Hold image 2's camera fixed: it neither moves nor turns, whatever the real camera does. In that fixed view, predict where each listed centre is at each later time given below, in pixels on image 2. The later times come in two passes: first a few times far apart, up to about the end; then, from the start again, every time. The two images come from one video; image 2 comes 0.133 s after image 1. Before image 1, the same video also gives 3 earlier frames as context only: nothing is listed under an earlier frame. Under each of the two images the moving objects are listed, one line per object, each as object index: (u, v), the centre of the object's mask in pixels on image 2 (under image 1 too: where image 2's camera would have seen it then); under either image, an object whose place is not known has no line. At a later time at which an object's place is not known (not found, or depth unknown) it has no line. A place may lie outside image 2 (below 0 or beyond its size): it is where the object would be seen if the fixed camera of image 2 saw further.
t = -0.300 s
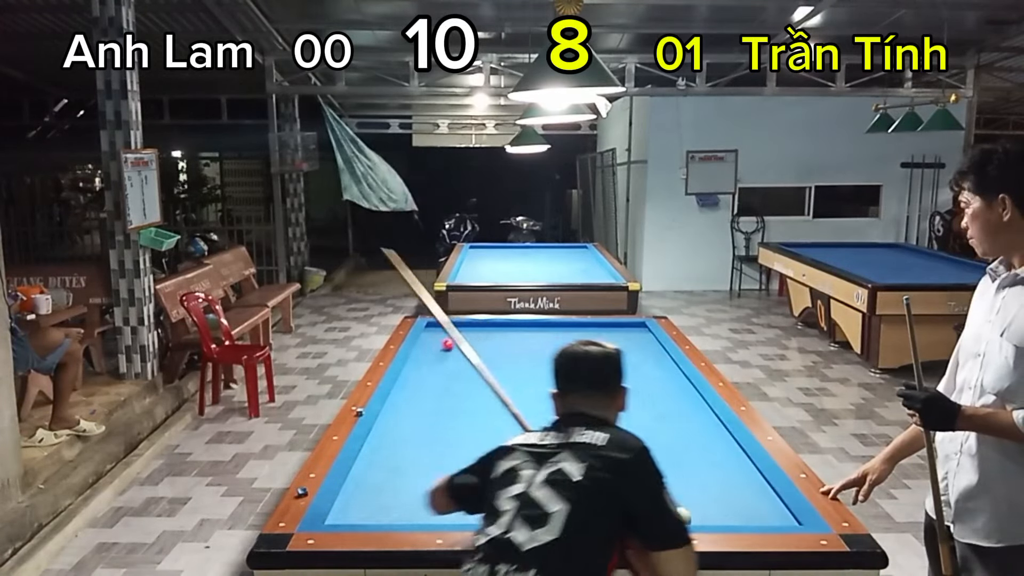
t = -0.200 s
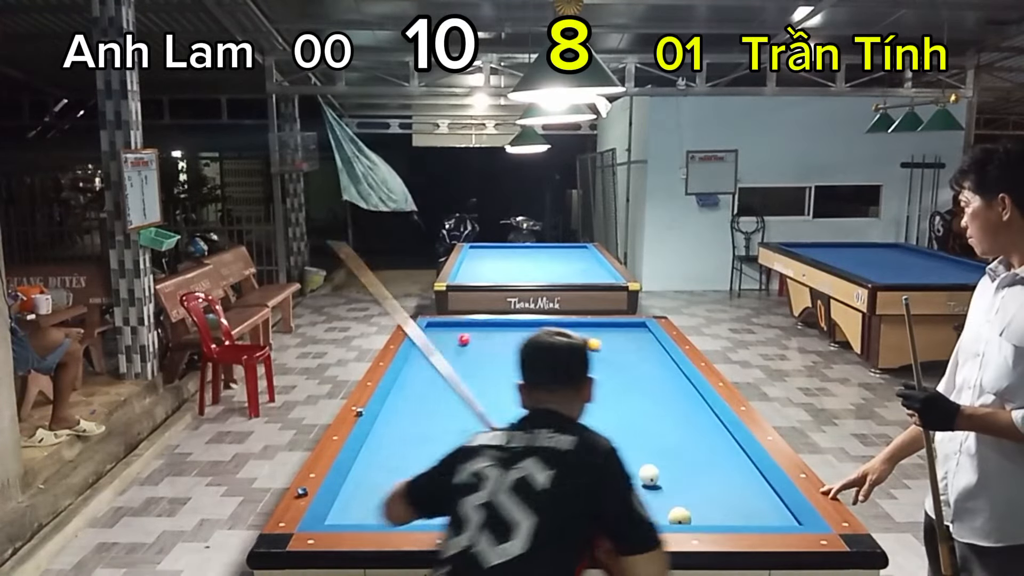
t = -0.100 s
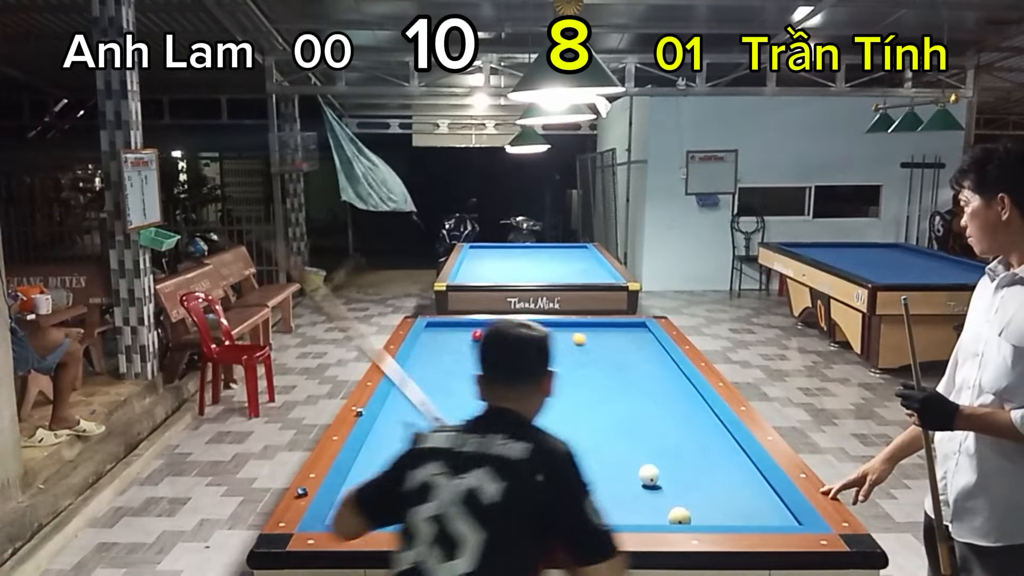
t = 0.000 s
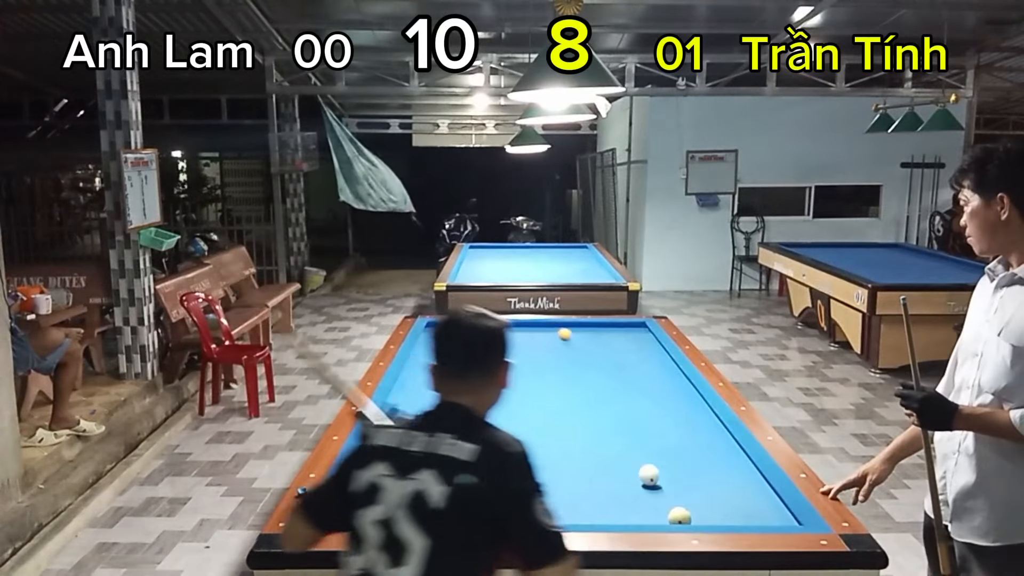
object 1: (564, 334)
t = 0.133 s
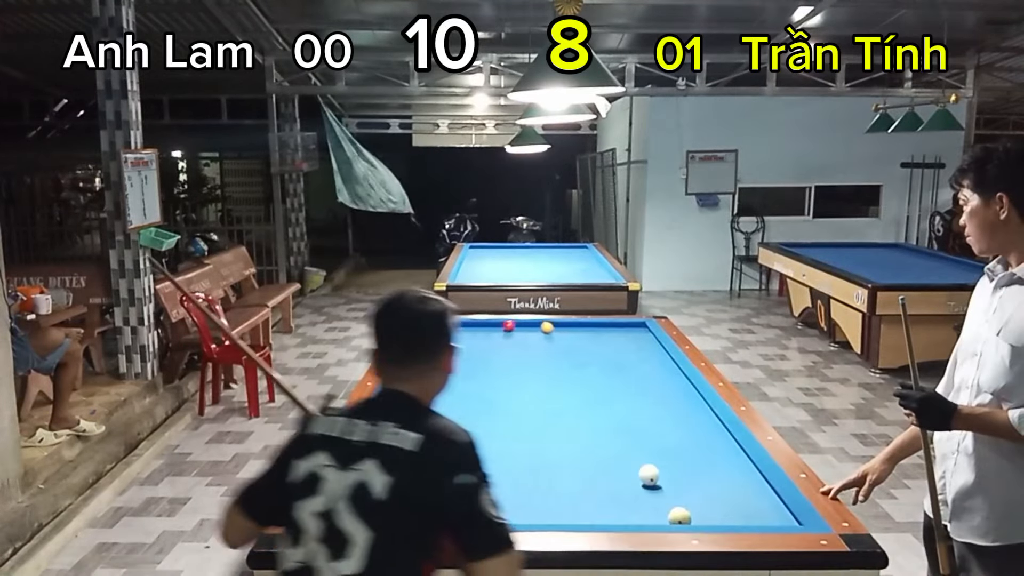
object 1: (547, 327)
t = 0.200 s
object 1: (538, 325)
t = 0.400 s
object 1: (546, 326)
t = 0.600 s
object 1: (556, 329)
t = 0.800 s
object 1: (565, 331)
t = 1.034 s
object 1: (576, 334)
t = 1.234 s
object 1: (586, 336)
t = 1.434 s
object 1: (595, 339)
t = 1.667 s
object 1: (606, 342)
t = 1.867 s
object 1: (616, 345)
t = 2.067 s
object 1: (625, 347)
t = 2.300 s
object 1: (636, 350)
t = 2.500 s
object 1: (645, 353)
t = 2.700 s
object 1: (654, 355)
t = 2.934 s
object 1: (664, 359)
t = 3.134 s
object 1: (666, 361)
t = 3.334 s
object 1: (664, 362)
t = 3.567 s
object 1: (662, 365)
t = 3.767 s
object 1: (660, 366)
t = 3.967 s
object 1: (659, 368)
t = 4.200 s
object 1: (657, 370)
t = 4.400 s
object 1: (656, 371)
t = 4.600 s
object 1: (655, 373)
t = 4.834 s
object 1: (653, 374)
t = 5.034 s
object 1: (652, 376)
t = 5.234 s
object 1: (651, 377)
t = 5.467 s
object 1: (650, 378)
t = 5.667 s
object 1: (649, 379)
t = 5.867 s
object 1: (648, 380)
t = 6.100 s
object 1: (648, 381)
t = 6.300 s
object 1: (648, 382)
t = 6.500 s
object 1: (647, 382)
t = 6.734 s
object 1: (647, 383)
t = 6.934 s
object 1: (647, 383)
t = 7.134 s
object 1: (647, 383)
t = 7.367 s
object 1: (647, 383)
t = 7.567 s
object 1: (647, 383)
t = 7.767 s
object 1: (647, 383)
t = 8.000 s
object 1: (647, 383)
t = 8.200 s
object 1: (647, 383)
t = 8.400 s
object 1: (647, 383)
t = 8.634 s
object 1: (647, 383)
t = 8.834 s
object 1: (647, 383)
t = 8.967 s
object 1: (647, 383)
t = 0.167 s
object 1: (542, 326)
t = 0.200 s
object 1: (538, 325)
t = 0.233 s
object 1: (534, 324)
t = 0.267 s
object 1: (535, 324)
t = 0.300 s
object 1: (539, 325)
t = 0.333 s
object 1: (542, 326)
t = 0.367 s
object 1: (544, 326)
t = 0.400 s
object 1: (546, 326)
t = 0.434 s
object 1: (548, 327)
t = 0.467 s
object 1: (549, 327)
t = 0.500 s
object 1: (551, 328)
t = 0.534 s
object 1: (553, 328)
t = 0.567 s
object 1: (554, 328)
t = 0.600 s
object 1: (556, 329)
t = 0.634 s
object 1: (557, 329)
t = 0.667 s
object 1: (559, 329)
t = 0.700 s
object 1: (560, 330)
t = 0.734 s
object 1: (562, 330)
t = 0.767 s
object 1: (564, 331)
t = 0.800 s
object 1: (565, 331)
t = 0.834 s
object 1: (567, 331)
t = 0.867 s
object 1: (568, 332)
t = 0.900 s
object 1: (570, 332)
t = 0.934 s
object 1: (571, 333)
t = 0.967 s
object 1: (573, 333)
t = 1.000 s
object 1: (574, 333)
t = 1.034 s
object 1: (576, 334)
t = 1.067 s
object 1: (578, 334)
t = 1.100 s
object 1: (579, 335)
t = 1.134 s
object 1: (581, 335)
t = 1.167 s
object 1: (582, 335)
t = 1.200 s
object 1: (584, 336)
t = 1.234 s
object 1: (586, 336)
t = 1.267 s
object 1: (587, 337)
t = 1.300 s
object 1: (589, 337)
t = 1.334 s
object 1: (590, 337)
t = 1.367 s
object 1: (592, 338)
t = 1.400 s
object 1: (593, 338)
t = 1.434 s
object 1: (595, 339)
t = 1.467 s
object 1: (596, 339)
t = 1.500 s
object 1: (598, 340)
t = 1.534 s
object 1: (600, 340)
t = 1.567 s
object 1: (601, 341)
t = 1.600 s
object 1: (603, 341)
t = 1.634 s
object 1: (604, 341)
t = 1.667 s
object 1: (606, 342)
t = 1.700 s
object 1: (608, 343)
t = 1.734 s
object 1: (609, 343)
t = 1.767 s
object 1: (611, 343)
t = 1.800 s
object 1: (612, 344)
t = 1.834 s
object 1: (614, 344)
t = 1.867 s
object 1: (616, 345)
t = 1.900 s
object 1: (617, 345)
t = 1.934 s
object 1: (619, 345)
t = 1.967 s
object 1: (620, 346)
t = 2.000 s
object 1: (622, 346)
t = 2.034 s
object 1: (623, 347)
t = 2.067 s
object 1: (625, 347)
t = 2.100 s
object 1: (627, 348)
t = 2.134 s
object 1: (628, 348)
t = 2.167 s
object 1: (630, 349)
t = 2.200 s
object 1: (631, 349)
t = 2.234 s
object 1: (633, 349)
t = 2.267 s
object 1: (634, 350)
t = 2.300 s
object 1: (636, 350)
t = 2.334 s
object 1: (637, 351)
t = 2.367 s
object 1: (639, 351)
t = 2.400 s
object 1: (641, 352)
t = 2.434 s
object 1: (642, 352)
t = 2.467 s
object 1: (644, 352)
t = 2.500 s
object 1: (645, 353)
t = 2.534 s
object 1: (647, 353)
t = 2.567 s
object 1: (648, 354)
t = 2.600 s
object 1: (650, 354)
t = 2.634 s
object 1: (651, 354)
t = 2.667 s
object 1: (653, 355)
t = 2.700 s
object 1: (654, 355)
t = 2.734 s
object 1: (656, 356)
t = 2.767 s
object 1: (657, 356)
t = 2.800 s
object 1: (659, 357)
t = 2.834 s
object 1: (660, 357)
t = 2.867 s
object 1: (662, 358)
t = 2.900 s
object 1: (663, 358)
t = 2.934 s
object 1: (664, 359)
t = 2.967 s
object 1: (666, 359)
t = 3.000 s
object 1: (667, 359)
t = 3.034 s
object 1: (667, 359)
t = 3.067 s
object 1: (666, 360)
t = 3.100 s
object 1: (666, 360)
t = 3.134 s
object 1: (666, 361)
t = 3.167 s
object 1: (665, 361)
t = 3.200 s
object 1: (665, 361)
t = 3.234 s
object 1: (665, 361)
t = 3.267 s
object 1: (664, 362)
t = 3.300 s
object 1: (664, 362)
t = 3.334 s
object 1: (664, 362)
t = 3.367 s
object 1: (664, 362)
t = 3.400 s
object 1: (663, 363)
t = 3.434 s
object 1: (663, 363)
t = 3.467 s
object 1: (663, 363)
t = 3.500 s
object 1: (662, 364)
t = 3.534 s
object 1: (662, 364)
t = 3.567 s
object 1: (662, 365)
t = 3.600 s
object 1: (662, 365)
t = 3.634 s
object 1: (661, 365)
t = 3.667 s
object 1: (661, 365)
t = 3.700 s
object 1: (661, 366)
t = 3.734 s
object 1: (661, 366)
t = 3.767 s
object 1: (660, 366)
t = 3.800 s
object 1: (660, 367)
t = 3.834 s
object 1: (660, 367)
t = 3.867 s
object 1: (660, 367)
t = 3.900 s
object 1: (659, 368)
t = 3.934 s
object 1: (659, 368)
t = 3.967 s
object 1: (659, 368)
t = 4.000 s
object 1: (658, 368)
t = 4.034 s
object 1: (658, 368)
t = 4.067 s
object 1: (658, 369)
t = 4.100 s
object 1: (658, 369)
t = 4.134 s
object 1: (658, 369)
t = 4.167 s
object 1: (657, 370)
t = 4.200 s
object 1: (657, 370)
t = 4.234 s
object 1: (657, 370)
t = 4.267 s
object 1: (657, 371)
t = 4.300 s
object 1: (656, 371)
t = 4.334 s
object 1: (656, 371)
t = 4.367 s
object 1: (656, 371)
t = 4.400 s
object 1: (656, 371)
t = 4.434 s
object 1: (656, 372)
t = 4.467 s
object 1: (655, 372)
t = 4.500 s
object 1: (655, 372)
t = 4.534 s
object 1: (655, 372)
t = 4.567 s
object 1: (655, 373)
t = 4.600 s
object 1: (655, 373)
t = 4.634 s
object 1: (654, 373)
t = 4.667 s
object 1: (654, 373)
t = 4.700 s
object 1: (654, 373)
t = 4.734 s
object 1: (654, 374)
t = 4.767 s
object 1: (654, 374)
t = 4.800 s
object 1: (654, 374)
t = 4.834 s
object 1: (653, 374)
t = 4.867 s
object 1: (653, 375)
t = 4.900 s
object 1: (653, 375)
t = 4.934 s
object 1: (653, 375)
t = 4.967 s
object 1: (653, 375)
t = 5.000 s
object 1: (652, 376)
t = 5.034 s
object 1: (652, 376)
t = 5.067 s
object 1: (652, 376)
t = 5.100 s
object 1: (652, 376)
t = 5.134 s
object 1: (652, 376)
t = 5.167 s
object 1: (652, 376)
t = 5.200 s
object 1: (651, 376)
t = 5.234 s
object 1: (651, 377)
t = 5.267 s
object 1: (651, 377)
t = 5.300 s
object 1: (651, 377)
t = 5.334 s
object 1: (651, 377)
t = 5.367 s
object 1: (650, 378)
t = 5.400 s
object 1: (650, 378)
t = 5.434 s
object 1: (650, 378)
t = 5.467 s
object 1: (650, 378)
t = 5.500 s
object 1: (649, 378)
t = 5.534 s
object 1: (649, 378)
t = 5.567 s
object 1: (649, 379)
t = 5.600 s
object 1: (649, 379)
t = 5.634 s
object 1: (649, 379)
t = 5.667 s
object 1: (649, 379)
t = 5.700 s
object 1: (649, 379)
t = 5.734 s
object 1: (649, 379)
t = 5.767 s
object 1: (649, 380)
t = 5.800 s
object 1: (648, 380)
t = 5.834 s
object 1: (648, 380)
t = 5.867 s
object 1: (648, 380)
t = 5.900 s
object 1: (648, 380)
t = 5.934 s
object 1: (648, 380)
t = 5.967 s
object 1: (648, 380)
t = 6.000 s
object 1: (648, 381)
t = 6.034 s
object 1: (648, 381)
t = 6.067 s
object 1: (648, 381)
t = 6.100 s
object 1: (648, 381)
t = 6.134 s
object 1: (648, 381)
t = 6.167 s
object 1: (648, 381)
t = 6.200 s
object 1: (648, 382)
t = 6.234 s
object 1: (648, 382)
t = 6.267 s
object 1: (648, 382)
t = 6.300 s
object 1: (648, 382)
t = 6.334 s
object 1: (647, 382)
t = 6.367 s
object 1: (648, 382)
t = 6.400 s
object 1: (647, 382)
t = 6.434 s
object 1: (648, 382)
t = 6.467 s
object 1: (647, 382)
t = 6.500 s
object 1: (647, 382)
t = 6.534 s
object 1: (647, 382)
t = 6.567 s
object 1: (647, 382)
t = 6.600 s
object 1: (647, 383)
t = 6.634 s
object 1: (647, 383)
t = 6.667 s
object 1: (647, 383)
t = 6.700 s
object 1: (647, 383)
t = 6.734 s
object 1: (647, 383)
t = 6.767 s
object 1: (647, 383)
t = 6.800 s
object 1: (647, 383)
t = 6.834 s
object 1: (647, 383)
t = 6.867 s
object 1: (647, 383)
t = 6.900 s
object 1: (647, 383)
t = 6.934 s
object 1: (647, 383)
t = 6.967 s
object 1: (647, 383)
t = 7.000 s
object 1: (647, 383)
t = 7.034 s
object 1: (647, 383)
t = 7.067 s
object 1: (647, 383)
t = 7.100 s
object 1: (647, 383)
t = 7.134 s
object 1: (647, 383)
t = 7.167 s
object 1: (647, 383)
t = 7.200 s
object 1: (647, 383)
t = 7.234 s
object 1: (647, 383)
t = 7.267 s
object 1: (647, 383)
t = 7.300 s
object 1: (647, 383)
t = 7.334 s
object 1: (647, 383)
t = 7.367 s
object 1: (647, 383)
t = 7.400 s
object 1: (647, 383)
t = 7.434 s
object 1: (647, 383)
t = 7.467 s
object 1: (647, 383)
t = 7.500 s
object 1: (647, 383)
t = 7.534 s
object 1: (647, 383)
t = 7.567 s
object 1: (647, 383)
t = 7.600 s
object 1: (647, 383)
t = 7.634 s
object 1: (647, 383)
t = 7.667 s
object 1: (647, 383)
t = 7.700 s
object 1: (647, 383)
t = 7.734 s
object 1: (647, 383)
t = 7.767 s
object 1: (647, 383)
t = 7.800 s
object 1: (647, 383)
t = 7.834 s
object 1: (647, 383)
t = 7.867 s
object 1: (647, 383)
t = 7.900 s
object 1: (647, 383)
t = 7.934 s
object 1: (647, 383)
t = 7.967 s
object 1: (647, 383)
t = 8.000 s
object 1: (647, 383)
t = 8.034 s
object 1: (647, 383)
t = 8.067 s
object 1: (647, 383)
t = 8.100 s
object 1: (647, 383)
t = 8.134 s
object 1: (647, 383)
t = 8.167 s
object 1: (647, 383)
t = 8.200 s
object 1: (647, 383)
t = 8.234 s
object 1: (647, 383)
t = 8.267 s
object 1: (647, 383)
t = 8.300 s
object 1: (647, 383)
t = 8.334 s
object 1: (647, 383)
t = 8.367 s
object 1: (647, 383)
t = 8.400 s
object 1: (647, 383)
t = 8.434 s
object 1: (647, 383)
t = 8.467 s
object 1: (647, 383)
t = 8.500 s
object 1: (647, 383)
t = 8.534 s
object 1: (647, 383)
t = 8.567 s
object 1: (647, 383)
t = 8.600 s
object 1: (647, 383)
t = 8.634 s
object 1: (647, 383)
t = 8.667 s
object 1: (647, 383)
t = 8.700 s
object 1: (647, 383)
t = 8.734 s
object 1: (647, 383)
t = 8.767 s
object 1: (647, 383)
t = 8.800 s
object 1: (647, 383)
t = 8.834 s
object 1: (647, 383)
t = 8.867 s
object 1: (647, 383)
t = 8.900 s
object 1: (647, 383)
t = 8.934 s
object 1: (647, 383)
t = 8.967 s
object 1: (647, 383)
